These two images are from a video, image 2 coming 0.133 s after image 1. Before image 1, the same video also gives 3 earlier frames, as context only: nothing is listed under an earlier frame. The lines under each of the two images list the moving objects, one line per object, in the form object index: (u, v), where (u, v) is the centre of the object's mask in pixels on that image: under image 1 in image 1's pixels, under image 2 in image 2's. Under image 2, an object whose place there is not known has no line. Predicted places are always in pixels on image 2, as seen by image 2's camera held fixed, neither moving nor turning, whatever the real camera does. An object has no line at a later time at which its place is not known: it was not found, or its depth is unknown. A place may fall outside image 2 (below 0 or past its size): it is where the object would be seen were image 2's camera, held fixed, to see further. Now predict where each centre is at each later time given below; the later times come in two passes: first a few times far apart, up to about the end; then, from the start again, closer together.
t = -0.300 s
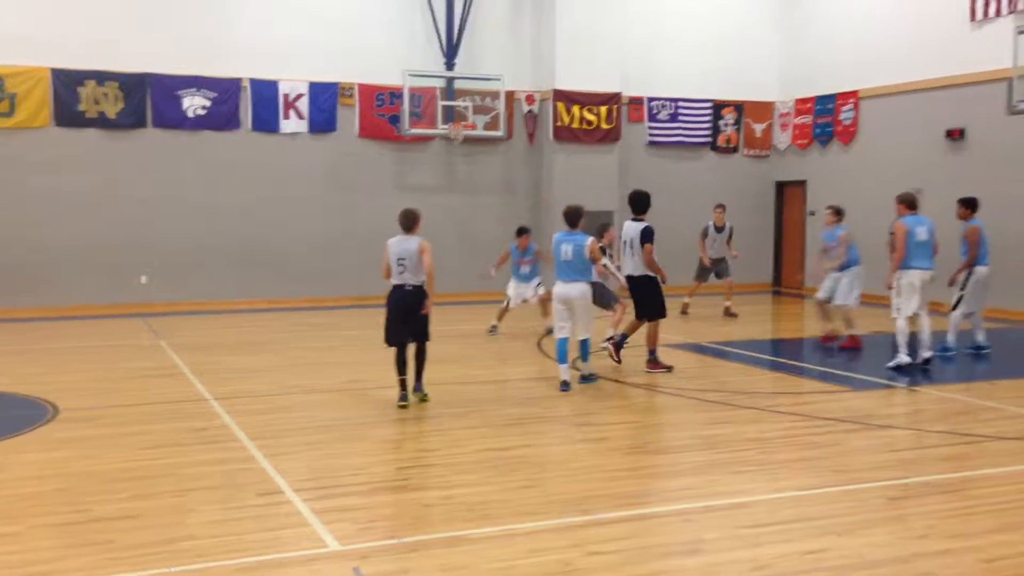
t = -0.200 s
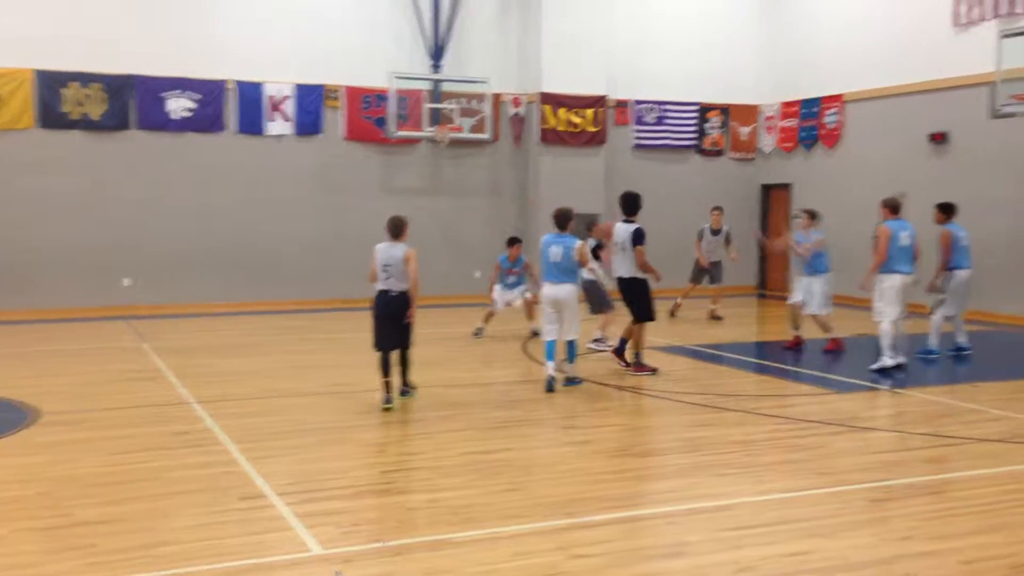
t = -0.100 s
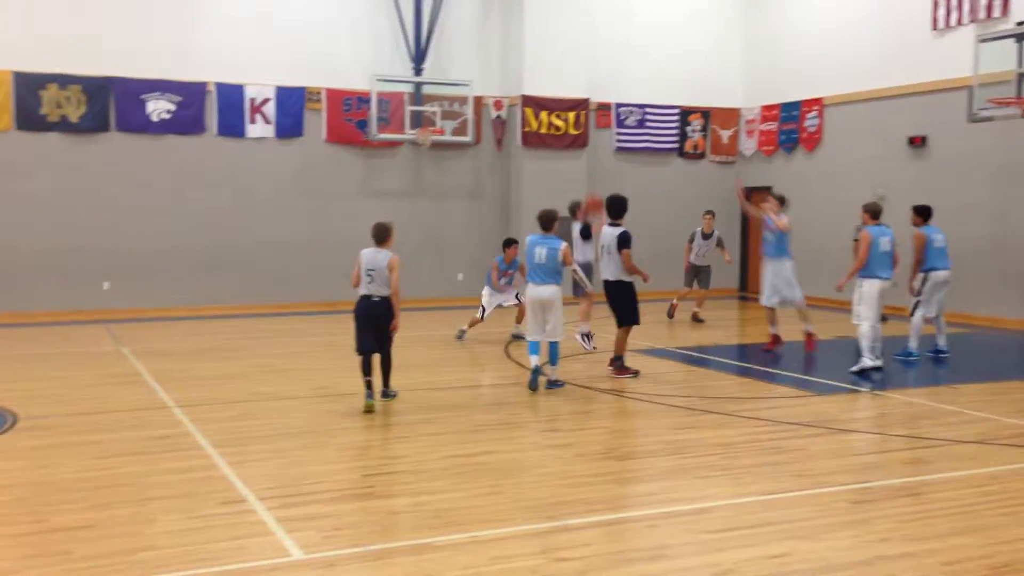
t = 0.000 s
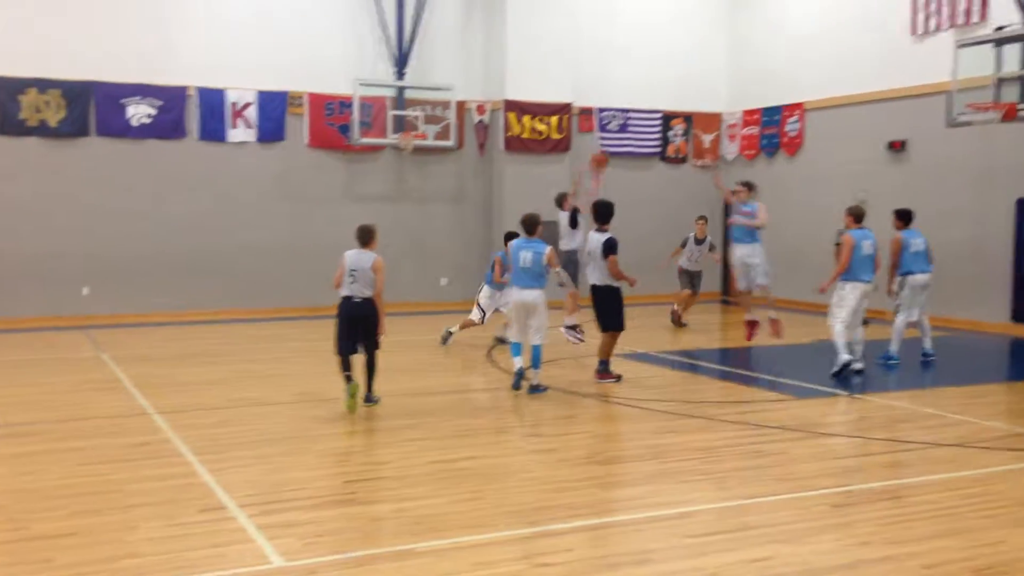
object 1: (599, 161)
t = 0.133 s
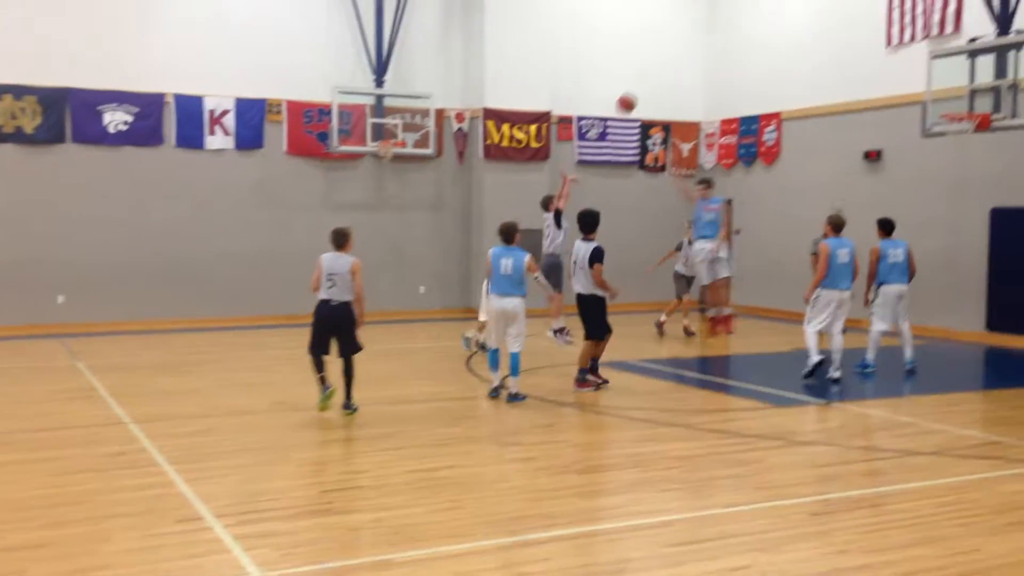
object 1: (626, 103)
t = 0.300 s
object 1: (686, 43)
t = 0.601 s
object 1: (792, -9)
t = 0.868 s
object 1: (882, 7)
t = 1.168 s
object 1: (979, 92)
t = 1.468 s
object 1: (938, 128)
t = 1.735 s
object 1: (952, 153)
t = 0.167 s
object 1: (638, 90)
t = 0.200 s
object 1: (650, 77)
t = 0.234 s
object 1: (661, 65)
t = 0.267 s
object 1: (674, 53)
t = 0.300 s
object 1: (686, 43)
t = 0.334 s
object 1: (698, 34)
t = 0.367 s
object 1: (710, 25)
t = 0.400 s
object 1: (722, 18)
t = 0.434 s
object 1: (734, 11)
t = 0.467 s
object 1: (745, 5)
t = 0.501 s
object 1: (758, 1)
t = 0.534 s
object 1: (769, -3)
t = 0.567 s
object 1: (780, -6)
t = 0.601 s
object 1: (792, -9)
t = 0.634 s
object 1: (804, -10)
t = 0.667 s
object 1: (816, -10)
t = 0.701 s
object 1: (825, -10)
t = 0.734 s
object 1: (837, -8)
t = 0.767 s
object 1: (848, -6)
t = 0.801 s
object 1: (860, -3)
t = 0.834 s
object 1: (870, 1)
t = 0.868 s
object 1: (882, 7)
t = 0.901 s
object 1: (893, 13)
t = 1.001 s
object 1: (929, 37)
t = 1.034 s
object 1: (938, 45)
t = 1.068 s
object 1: (950, 57)
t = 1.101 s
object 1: (961, 68)
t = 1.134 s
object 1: (972, 81)
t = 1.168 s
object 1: (979, 92)
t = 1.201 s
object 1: (975, 102)
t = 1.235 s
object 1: (971, 112)
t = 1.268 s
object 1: (965, 118)
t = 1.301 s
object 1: (955, 126)
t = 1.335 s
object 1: (947, 130)
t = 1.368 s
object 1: (944, 130)
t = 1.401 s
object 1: (941, 130)
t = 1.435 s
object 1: (938, 128)
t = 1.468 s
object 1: (938, 128)
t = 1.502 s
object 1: (938, 129)
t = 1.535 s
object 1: (939, 130)
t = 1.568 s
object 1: (940, 132)
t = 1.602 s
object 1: (942, 133)
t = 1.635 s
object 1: (944, 137)
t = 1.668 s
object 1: (947, 141)
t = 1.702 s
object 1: (949, 147)
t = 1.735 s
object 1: (952, 153)
